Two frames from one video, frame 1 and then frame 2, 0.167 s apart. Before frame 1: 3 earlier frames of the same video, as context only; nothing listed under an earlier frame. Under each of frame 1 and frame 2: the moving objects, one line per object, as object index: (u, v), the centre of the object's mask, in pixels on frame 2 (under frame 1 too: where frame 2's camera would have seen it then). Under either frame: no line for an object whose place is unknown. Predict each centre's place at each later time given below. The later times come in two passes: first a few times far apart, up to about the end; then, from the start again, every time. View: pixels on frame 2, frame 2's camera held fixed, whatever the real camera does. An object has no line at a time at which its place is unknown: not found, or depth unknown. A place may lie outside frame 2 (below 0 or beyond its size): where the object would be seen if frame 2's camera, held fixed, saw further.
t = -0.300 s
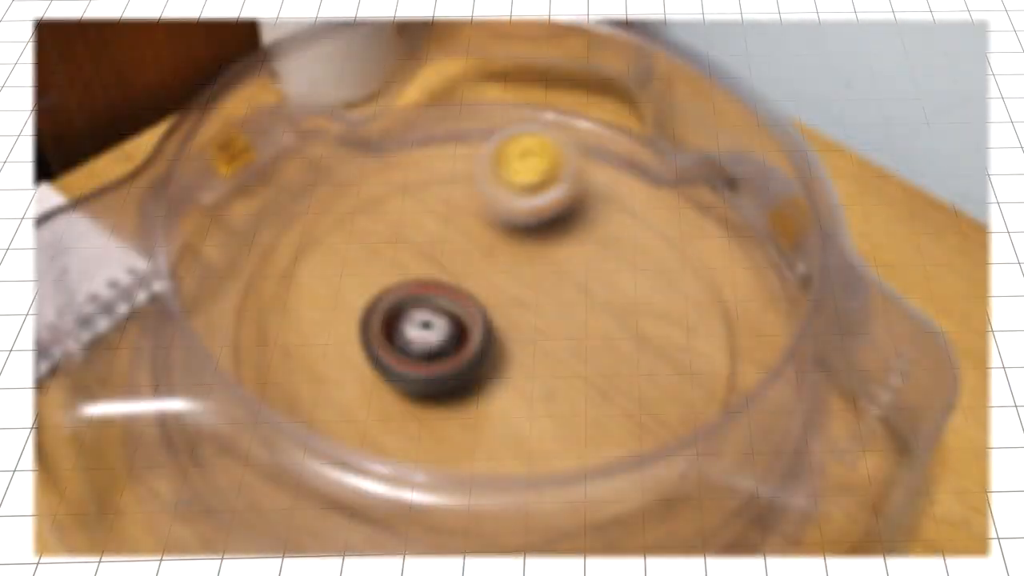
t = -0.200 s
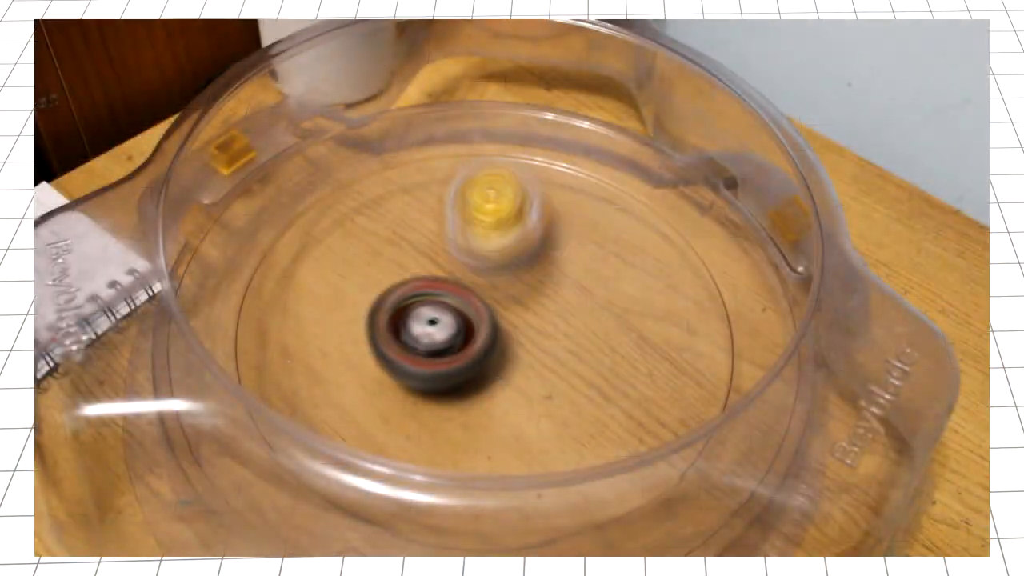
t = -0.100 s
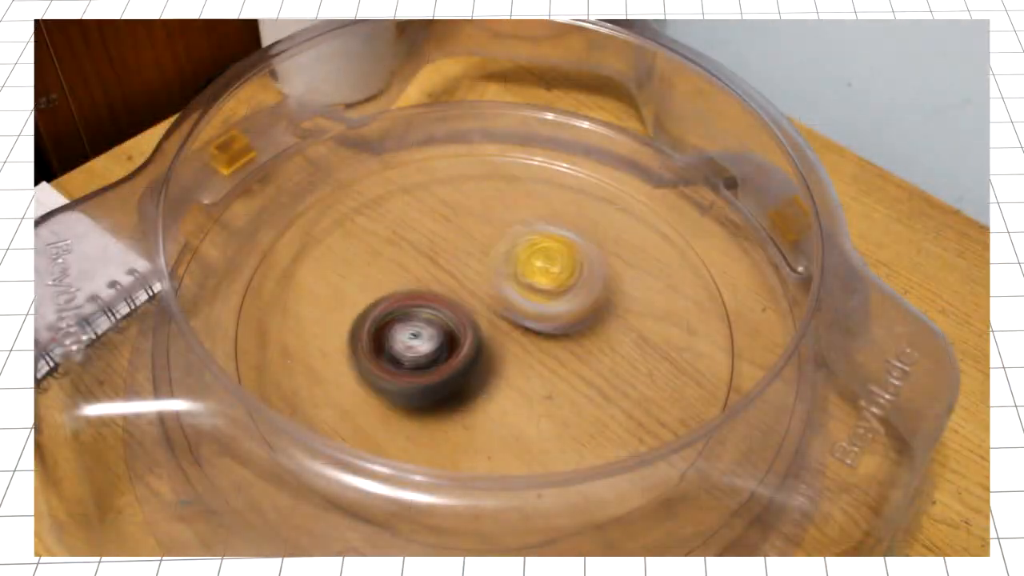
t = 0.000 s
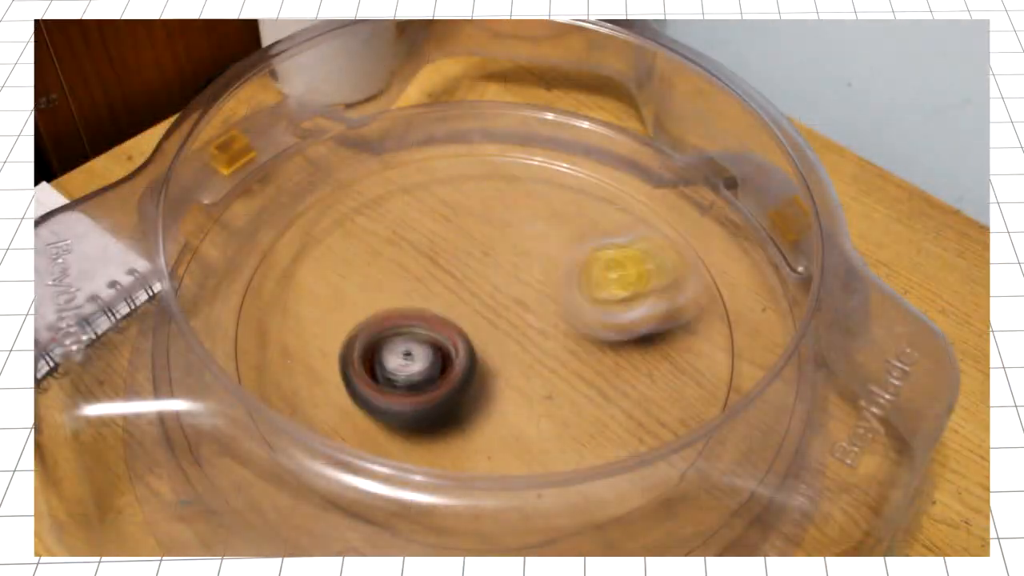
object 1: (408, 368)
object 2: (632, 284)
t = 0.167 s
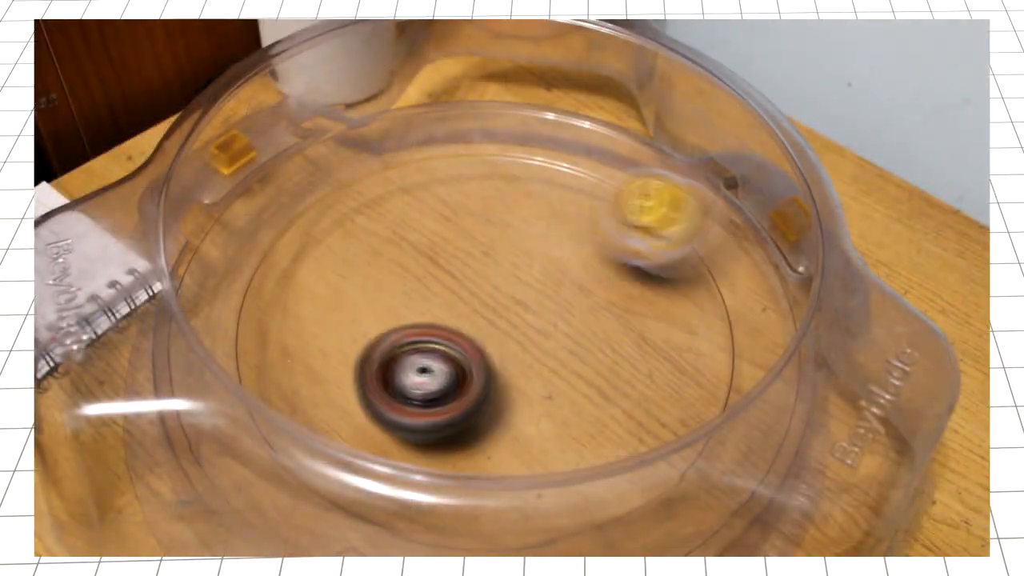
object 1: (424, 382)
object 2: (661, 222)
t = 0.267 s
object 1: (440, 378)
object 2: (596, 227)
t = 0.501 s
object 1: (407, 372)
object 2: (631, 357)
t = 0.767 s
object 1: (408, 364)
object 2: (666, 284)
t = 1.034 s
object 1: (309, 305)
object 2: (570, 401)
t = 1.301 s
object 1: (303, 289)
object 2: (658, 420)
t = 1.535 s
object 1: (458, 320)
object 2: (522, 424)
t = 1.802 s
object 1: (574, 267)
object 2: (489, 459)
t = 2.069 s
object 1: (576, 250)
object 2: (421, 389)
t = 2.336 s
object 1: (562, 314)
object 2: (295, 389)
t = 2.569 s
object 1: (557, 375)
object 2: (396, 341)
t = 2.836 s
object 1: (514, 420)
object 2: (363, 227)
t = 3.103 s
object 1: (451, 420)
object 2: (389, 276)
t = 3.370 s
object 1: (402, 375)
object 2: (531, 227)
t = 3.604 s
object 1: (395, 324)
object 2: (502, 201)
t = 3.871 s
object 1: (394, 292)
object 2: (587, 286)
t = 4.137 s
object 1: (472, 275)
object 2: (669, 259)
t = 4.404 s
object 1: (498, 263)
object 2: (626, 336)
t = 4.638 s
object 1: (546, 314)
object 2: (662, 411)
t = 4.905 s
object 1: (551, 346)
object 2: (650, 469)
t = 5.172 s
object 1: (476, 334)
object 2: (575, 500)
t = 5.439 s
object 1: (388, 301)
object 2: (467, 479)
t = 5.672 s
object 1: (369, 286)
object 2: (368, 408)
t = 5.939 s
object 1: (458, 214)
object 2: (291, 343)
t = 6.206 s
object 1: (529, 212)
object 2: (327, 297)
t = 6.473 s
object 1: (577, 279)
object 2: (430, 273)
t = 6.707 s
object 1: (581, 366)
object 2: (523, 268)
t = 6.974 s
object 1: (495, 415)
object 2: (594, 274)
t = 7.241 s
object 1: (399, 390)
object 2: (593, 316)
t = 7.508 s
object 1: (378, 319)
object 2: (535, 367)
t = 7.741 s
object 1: (425, 269)
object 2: (456, 385)
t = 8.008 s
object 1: (509, 257)
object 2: (384, 364)
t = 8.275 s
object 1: (576, 302)
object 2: (381, 321)
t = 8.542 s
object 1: (570, 370)
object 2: (440, 287)
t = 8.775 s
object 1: (497, 405)
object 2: (508, 286)
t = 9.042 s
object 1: (415, 378)
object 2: (563, 313)
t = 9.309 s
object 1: (399, 310)
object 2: (573, 354)
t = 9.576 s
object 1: (452, 264)
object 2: (518, 382)
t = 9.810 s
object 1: (514, 268)
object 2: (461, 367)
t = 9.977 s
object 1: (548, 300)
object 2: (436, 337)
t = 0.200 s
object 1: (428, 382)
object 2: (640, 217)
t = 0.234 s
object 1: (433, 381)
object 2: (624, 216)
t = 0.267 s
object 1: (440, 378)
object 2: (596, 227)
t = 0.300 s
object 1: (447, 373)
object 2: (573, 248)
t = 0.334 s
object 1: (453, 367)
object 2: (562, 266)
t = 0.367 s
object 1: (454, 364)
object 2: (557, 291)
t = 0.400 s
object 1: (453, 361)
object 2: (557, 306)
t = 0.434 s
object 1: (433, 366)
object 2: (578, 328)
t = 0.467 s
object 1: (417, 369)
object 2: (603, 345)
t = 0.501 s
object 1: (407, 372)
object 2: (631, 357)
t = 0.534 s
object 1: (402, 374)
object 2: (657, 361)
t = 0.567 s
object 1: (399, 375)
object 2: (675, 359)
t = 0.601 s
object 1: (399, 375)
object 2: (697, 349)
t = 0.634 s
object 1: (399, 375)
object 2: (709, 339)
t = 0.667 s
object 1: (400, 373)
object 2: (718, 320)
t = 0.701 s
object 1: (403, 371)
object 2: (712, 301)
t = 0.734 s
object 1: (405, 368)
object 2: (689, 287)
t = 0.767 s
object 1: (408, 364)
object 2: (666, 284)
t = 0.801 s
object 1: (411, 361)
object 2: (634, 284)
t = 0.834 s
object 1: (414, 356)
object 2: (609, 285)
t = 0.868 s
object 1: (418, 350)
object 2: (577, 298)
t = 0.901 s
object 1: (420, 343)
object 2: (545, 319)
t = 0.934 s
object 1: (391, 337)
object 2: (548, 337)
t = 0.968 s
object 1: (357, 327)
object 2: (555, 364)
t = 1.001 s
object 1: (328, 315)
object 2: (563, 388)
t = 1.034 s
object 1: (309, 305)
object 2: (570, 401)
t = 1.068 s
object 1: (288, 293)
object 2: (580, 422)
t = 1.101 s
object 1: (273, 283)
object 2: (602, 445)
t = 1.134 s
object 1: (266, 278)
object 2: (619, 456)
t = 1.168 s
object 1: (265, 276)
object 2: (638, 466)
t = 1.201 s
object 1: (266, 276)
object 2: (654, 465)
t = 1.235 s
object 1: (273, 278)
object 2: (662, 450)
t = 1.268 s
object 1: (285, 283)
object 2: (663, 431)
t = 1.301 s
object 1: (303, 289)
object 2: (658, 420)
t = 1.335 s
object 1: (322, 297)
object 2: (643, 408)
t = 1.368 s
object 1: (343, 303)
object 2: (634, 408)
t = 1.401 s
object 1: (366, 309)
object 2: (616, 407)
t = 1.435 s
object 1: (387, 314)
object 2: (599, 408)
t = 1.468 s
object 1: (413, 319)
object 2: (574, 410)
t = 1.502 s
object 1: (440, 321)
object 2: (545, 417)
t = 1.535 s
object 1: (458, 320)
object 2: (522, 424)
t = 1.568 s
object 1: (479, 318)
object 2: (509, 428)
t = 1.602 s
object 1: (500, 316)
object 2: (496, 433)
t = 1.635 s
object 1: (516, 313)
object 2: (482, 440)
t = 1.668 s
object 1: (534, 305)
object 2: (471, 446)
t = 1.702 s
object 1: (550, 297)
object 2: (470, 454)
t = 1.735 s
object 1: (562, 285)
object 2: (477, 459)
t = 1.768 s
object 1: (569, 276)
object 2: (485, 460)
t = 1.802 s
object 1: (574, 267)
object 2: (489, 459)
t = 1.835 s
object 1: (577, 261)
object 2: (500, 457)
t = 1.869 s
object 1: (578, 252)
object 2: (501, 468)
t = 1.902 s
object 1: (579, 245)
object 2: (500, 441)
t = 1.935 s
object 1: (579, 242)
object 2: (489, 432)
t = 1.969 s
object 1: (579, 242)
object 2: (475, 423)
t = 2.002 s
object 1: (578, 242)
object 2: (461, 415)
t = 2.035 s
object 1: (577, 245)
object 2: (442, 400)
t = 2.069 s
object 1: (576, 250)
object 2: (421, 389)
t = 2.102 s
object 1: (574, 257)
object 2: (396, 378)
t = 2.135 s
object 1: (572, 264)
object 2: (372, 371)
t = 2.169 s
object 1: (570, 270)
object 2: (348, 368)
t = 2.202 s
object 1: (568, 277)
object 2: (334, 368)
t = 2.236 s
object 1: (567, 285)
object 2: (319, 367)
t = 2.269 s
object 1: (564, 295)
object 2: (305, 370)
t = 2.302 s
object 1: (563, 306)
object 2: (293, 379)
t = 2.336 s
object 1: (562, 314)
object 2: (295, 389)
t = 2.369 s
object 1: (562, 322)
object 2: (312, 388)
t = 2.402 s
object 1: (563, 331)
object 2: (324, 394)
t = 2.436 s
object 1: (563, 340)
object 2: (342, 394)
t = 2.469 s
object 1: (562, 350)
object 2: (356, 393)
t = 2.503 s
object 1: (561, 359)
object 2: (375, 378)
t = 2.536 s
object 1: (559, 368)
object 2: (387, 360)
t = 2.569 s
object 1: (557, 375)
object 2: (396, 341)
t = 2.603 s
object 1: (555, 382)
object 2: (399, 331)
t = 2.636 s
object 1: (551, 389)
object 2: (401, 314)
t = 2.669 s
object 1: (546, 396)
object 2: (401, 297)
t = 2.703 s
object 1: (539, 402)
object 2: (398, 278)
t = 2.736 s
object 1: (531, 408)
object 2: (391, 259)
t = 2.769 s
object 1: (525, 413)
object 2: (380, 244)
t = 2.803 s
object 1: (519, 417)
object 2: (372, 235)
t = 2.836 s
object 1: (514, 420)
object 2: (363, 227)
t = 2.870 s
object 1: (505, 423)
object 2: (352, 223)
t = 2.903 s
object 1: (496, 426)
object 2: (338, 222)
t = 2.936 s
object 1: (488, 426)
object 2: (334, 228)
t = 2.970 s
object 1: (481, 426)
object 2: (333, 237)
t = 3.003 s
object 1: (473, 426)
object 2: (337, 248)
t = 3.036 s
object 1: (469, 426)
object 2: (346, 258)
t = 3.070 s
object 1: (459, 424)
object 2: (364, 269)
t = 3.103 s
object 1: (451, 420)
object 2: (389, 276)
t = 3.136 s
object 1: (443, 416)
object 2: (410, 280)
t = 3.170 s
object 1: (437, 412)
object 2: (429, 280)
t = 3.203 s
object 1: (431, 407)
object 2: (455, 276)
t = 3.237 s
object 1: (425, 402)
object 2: (475, 270)
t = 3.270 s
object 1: (419, 396)
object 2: (489, 264)
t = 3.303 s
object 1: (412, 389)
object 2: (507, 254)
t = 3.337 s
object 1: (407, 382)
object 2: (521, 240)
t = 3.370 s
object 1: (402, 375)
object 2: (531, 227)
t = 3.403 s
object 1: (399, 369)
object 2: (535, 221)
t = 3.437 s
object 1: (396, 363)
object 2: (538, 211)
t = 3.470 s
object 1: (393, 356)
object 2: (536, 198)
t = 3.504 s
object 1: (393, 348)
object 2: (528, 191)
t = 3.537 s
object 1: (393, 339)
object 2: (519, 189)
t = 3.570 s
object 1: (393, 331)
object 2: (508, 194)
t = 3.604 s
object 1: (395, 324)
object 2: (502, 201)
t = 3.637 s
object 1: (396, 320)
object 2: (497, 210)
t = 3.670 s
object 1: (398, 312)
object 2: (494, 228)
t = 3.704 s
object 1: (400, 305)
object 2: (499, 248)
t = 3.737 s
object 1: (397, 299)
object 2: (510, 263)
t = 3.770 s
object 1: (391, 296)
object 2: (527, 272)
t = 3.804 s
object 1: (389, 294)
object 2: (550, 279)
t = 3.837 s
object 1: (389, 293)
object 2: (569, 283)
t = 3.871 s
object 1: (394, 292)
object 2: (587, 286)
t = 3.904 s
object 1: (403, 290)
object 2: (609, 288)
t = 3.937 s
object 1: (414, 288)
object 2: (629, 286)
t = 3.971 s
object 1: (422, 285)
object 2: (643, 284)
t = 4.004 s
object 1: (432, 282)
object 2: (656, 279)
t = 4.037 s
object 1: (440, 280)
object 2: (665, 274)
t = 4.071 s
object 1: (450, 279)
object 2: (673, 267)
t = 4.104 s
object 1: (461, 277)
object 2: (674, 262)
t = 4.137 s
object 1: (472, 275)
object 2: (669, 259)
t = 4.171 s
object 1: (480, 273)
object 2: (661, 261)
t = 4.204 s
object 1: (489, 272)
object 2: (650, 264)
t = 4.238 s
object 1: (497, 271)
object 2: (638, 268)
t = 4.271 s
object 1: (504, 270)
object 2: (623, 277)
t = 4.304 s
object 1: (501, 265)
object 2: (621, 295)
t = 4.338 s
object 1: (498, 262)
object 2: (619, 311)
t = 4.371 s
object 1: (497, 261)
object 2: (621, 321)
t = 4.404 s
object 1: (498, 263)
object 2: (626, 336)
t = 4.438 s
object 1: (501, 267)
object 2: (630, 348)
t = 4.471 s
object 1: (507, 274)
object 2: (635, 359)
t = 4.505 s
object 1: (515, 283)
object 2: (643, 372)
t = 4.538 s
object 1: (524, 291)
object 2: (649, 383)
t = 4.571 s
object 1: (531, 298)
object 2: (651, 391)
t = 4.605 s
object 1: (538, 306)
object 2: (655, 398)
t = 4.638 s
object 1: (546, 314)
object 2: (662, 411)
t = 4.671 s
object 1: (554, 322)
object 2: (665, 416)
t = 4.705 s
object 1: (560, 331)
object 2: (664, 420)
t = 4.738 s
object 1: (565, 339)
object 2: (659, 421)
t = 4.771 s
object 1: (567, 343)
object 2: (654, 424)
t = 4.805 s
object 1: (567, 344)
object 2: (650, 431)
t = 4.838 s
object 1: (564, 343)
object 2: (650, 442)
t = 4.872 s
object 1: (559, 344)
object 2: (650, 457)
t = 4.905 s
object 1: (551, 346)
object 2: (650, 469)
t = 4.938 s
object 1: (544, 352)
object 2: (644, 468)
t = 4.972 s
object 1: (538, 358)
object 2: (635, 465)
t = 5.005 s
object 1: (534, 364)
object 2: (626, 465)
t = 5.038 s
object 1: (528, 371)
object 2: (615, 466)
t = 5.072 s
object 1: (521, 379)
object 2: (597, 470)
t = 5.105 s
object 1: (508, 369)
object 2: (586, 490)
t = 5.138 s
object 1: (488, 349)
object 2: (580, 500)
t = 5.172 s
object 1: (476, 334)
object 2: (575, 500)
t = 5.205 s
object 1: (461, 323)
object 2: (570, 496)
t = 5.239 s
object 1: (451, 318)
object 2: (561, 490)
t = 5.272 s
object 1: (440, 313)
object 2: (552, 489)
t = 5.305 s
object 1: (426, 309)
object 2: (531, 488)
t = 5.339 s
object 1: (413, 306)
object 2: (515, 486)
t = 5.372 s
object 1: (403, 305)
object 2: (499, 485)
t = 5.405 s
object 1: (394, 303)
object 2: (482, 483)
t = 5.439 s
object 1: (388, 301)
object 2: (467, 479)
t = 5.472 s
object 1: (382, 299)
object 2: (452, 472)
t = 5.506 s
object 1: (376, 296)
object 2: (435, 459)
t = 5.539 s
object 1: (373, 294)
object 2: (422, 434)
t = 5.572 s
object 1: (370, 291)
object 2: (406, 430)
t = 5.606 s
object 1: (369, 290)
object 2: (392, 422)
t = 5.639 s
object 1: (368, 288)
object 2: (374, 413)
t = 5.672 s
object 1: (369, 286)
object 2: (368, 408)
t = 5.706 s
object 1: (370, 284)
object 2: (356, 399)
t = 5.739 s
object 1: (373, 281)
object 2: (346, 383)
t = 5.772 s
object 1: (378, 276)
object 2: (339, 372)
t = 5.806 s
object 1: (390, 260)
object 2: (329, 368)
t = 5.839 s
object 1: (410, 242)
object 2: (318, 363)
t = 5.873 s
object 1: (427, 233)
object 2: (308, 357)
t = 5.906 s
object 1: (444, 221)
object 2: (298, 349)
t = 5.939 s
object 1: (458, 214)
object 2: (291, 343)
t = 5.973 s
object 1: (467, 208)
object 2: (289, 339)
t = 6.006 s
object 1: (476, 205)
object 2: (289, 332)
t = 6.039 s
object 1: (485, 203)
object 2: (291, 325)
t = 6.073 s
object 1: (493, 203)
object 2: (296, 319)
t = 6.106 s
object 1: (503, 204)
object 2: (302, 311)
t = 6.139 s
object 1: (513, 206)
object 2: (309, 305)
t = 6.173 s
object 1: (521, 209)
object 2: (316, 300)
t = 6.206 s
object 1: (529, 212)
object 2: (327, 297)
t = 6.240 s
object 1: (536, 217)
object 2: (337, 292)
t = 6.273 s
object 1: (544, 223)
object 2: (350, 288)
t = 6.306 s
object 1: (553, 231)
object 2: (362, 285)
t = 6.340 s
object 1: (560, 239)
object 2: (377, 280)
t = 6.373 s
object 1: (564, 246)
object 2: (391, 279)
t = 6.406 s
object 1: (570, 256)
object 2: (405, 277)
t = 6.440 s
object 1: (573, 268)
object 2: (416, 275)
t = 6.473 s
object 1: (577, 279)
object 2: (430, 273)
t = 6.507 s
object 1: (580, 292)
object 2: (444, 271)
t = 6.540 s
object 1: (581, 305)
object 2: (461, 272)
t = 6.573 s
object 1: (582, 314)
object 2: (476, 273)
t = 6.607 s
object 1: (584, 325)
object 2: (486, 271)
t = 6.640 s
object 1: (585, 336)
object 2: (498, 271)
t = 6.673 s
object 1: (586, 352)
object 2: (511, 269)
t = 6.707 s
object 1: (581, 366)
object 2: (523, 268)
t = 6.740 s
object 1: (574, 378)
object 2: (536, 266)
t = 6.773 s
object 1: (565, 386)
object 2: (547, 265)
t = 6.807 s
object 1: (556, 393)
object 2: (554, 264)
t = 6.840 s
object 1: (547, 399)
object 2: (563, 266)
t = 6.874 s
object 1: (537, 405)
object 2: (571, 268)
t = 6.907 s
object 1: (523, 410)
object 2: (580, 267)
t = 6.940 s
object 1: (507, 414)
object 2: (589, 270)
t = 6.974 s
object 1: (495, 415)
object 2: (594, 274)
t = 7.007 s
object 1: (482, 416)
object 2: (597, 276)
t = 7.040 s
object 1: (466, 415)
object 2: (601, 279)
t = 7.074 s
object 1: (456, 414)
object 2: (602, 284)
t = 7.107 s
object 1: (443, 411)
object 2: (602, 290)
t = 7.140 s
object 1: (430, 407)
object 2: (601, 297)
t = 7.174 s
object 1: (418, 403)
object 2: (598, 303)
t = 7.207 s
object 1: (409, 397)
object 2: (595, 310)
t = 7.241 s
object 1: (399, 390)
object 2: (593, 316)
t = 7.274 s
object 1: (393, 385)
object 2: (589, 324)
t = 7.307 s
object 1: (387, 376)
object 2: (584, 330)
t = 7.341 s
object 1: (382, 366)
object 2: (574, 338)
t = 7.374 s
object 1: (378, 355)
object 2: (568, 344)
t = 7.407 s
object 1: (376, 346)
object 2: (561, 352)
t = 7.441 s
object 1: (376, 337)
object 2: (555, 356)
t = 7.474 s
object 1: (377, 330)
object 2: (546, 364)
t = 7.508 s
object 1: (378, 319)
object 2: (535, 367)
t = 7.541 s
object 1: (382, 309)
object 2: (524, 371)
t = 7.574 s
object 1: (385, 300)
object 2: (513, 377)
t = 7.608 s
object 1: (391, 292)
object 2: (504, 380)
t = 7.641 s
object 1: (398, 285)
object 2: (492, 383)
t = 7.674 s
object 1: (405, 281)
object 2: (483, 386)
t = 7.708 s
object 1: (413, 275)
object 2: (469, 388)
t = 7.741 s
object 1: (425, 269)
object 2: (456, 385)
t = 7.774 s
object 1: (434, 264)
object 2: (445, 386)
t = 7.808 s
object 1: (444, 261)
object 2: (435, 386)
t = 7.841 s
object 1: (456, 258)
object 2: (424, 384)
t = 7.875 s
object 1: (467, 257)
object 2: (416, 381)
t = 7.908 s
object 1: (476, 256)
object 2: (405, 376)
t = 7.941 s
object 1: (489, 256)
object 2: (396, 373)
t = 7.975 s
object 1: (499, 257)
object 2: (388, 368)
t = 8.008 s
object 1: (509, 257)
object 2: (384, 364)
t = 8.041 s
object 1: (518, 260)
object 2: (380, 360)
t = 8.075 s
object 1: (530, 263)
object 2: (375, 354)
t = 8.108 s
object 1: (540, 268)
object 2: (374, 349)
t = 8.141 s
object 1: (550, 274)
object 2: (371, 343)
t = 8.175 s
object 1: (559, 281)
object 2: (374, 337)
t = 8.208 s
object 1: (564, 286)
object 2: (375, 334)
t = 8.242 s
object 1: (570, 293)
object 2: (378, 327)
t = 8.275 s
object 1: (576, 302)
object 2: (381, 321)
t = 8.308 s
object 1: (580, 310)
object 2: (386, 316)
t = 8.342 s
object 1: (583, 320)
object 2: (393, 310)
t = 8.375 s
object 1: (584, 328)
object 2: (401, 308)
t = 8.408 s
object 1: (585, 335)
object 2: (404, 304)
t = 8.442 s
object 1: (585, 344)
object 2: (413, 299)
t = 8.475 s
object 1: (583, 352)
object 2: (421, 295)
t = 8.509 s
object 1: (578, 361)
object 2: (428, 291)
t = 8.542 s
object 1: (570, 370)
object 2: (440, 287)
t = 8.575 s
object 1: (562, 377)
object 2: (449, 286)
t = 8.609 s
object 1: (554, 383)
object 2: (456, 286)
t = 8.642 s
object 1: (544, 389)
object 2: (467, 282)
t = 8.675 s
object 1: (537, 394)
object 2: (476, 282)
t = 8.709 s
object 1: (524, 399)
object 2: (485, 283)
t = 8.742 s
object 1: (510, 402)
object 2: (495, 281)
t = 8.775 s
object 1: (497, 405)
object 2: (508, 286)
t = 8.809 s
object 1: (488, 405)
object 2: (514, 288)
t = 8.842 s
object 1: (475, 404)
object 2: (519, 289)
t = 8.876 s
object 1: (465, 403)
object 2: (529, 292)
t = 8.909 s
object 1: (454, 401)
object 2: (538, 296)
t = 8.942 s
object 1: (442, 397)
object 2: (546, 300)
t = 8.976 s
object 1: (431, 392)
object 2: (555, 307)
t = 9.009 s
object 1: (424, 386)
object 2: (559, 309)
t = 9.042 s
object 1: (415, 378)
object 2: (563, 313)
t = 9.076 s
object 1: (411, 374)
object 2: (569, 317)
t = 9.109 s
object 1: (404, 365)
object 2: (573, 323)
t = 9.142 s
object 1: (400, 354)
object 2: (575, 328)
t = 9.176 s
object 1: (397, 344)
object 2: (577, 335)
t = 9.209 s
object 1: (395, 334)
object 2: (578, 340)
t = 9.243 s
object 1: (395, 326)
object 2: (577, 345)
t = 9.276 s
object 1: (396, 319)
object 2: (575, 351)
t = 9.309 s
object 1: (399, 310)
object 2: (573, 354)
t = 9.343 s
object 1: (403, 301)
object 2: (567, 360)
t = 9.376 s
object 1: (408, 293)
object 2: (563, 364)
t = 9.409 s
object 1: (412, 286)
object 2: (558, 369)
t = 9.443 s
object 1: (419, 281)
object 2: (552, 375)
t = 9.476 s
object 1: (426, 275)
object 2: (544, 376)
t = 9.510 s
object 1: (433, 272)
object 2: (539, 378)
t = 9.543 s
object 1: (443, 267)
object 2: (529, 382)
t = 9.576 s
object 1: (452, 264)
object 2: (518, 382)
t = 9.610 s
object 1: (461, 262)
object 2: (511, 381)
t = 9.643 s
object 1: (469, 261)
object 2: (503, 382)
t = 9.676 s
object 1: (478, 261)
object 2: (495, 381)
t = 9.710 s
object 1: (487, 261)
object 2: (485, 376)
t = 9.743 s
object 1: (497, 263)
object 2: (478, 373)
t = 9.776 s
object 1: (506, 265)
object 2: (470, 372)
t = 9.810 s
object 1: (514, 268)
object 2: (461, 367)
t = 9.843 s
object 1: (522, 272)
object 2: (455, 363)
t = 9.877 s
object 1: (528, 277)
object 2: (451, 357)
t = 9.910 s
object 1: (535, 284)
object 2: (446, 352)
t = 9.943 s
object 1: (542, 292)
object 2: (440, 346)
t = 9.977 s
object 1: (548, 300)
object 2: (436, 337)
